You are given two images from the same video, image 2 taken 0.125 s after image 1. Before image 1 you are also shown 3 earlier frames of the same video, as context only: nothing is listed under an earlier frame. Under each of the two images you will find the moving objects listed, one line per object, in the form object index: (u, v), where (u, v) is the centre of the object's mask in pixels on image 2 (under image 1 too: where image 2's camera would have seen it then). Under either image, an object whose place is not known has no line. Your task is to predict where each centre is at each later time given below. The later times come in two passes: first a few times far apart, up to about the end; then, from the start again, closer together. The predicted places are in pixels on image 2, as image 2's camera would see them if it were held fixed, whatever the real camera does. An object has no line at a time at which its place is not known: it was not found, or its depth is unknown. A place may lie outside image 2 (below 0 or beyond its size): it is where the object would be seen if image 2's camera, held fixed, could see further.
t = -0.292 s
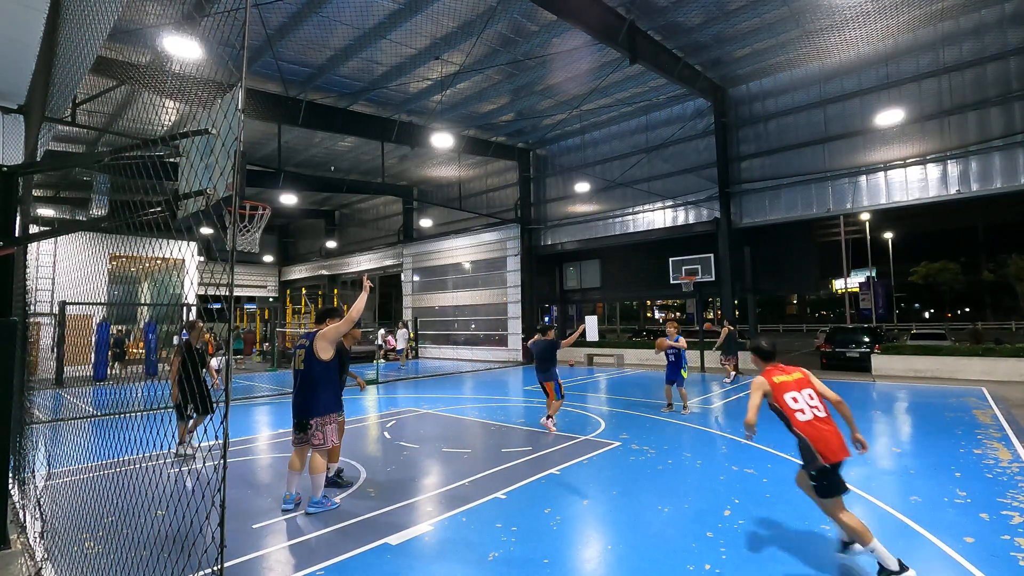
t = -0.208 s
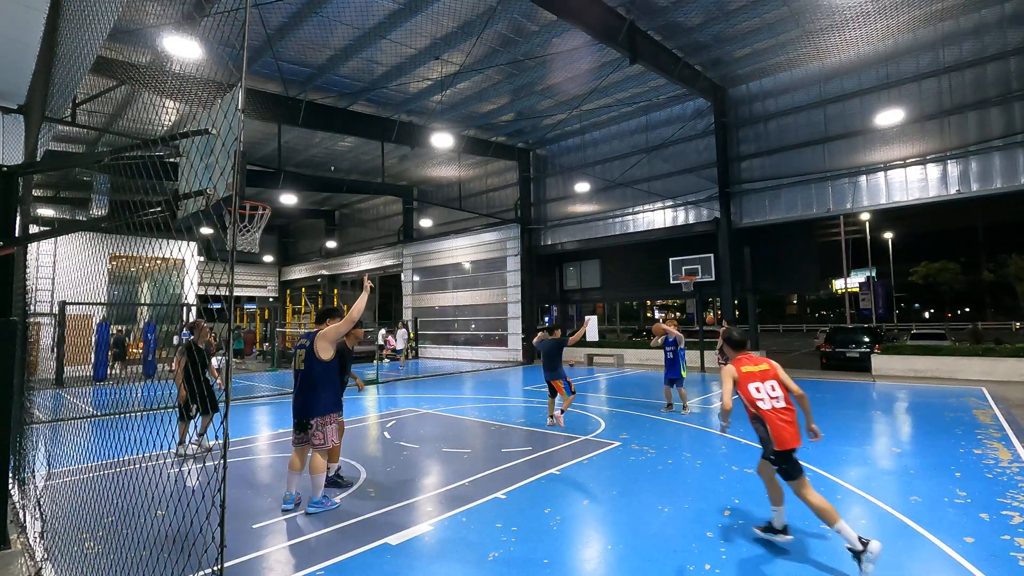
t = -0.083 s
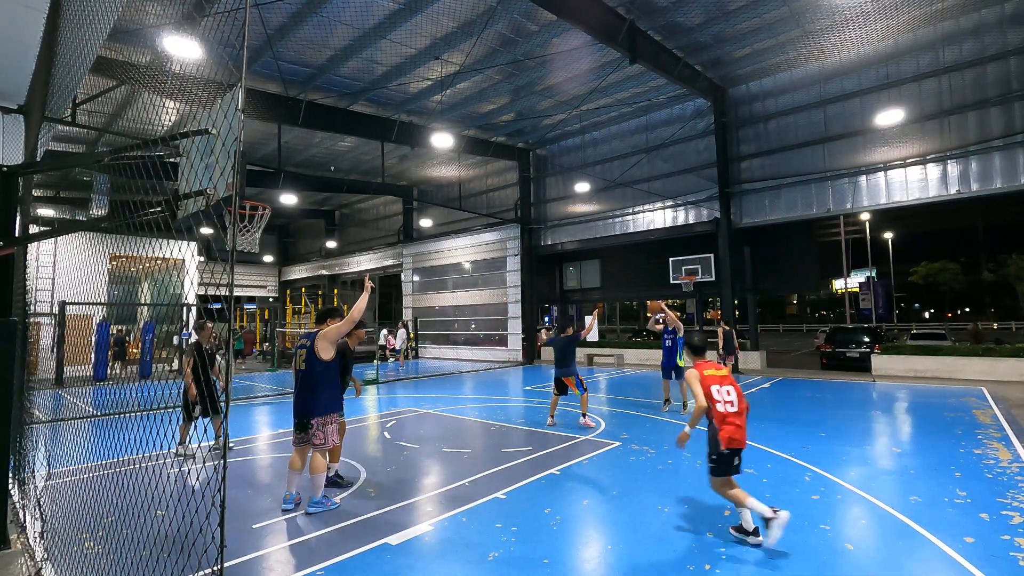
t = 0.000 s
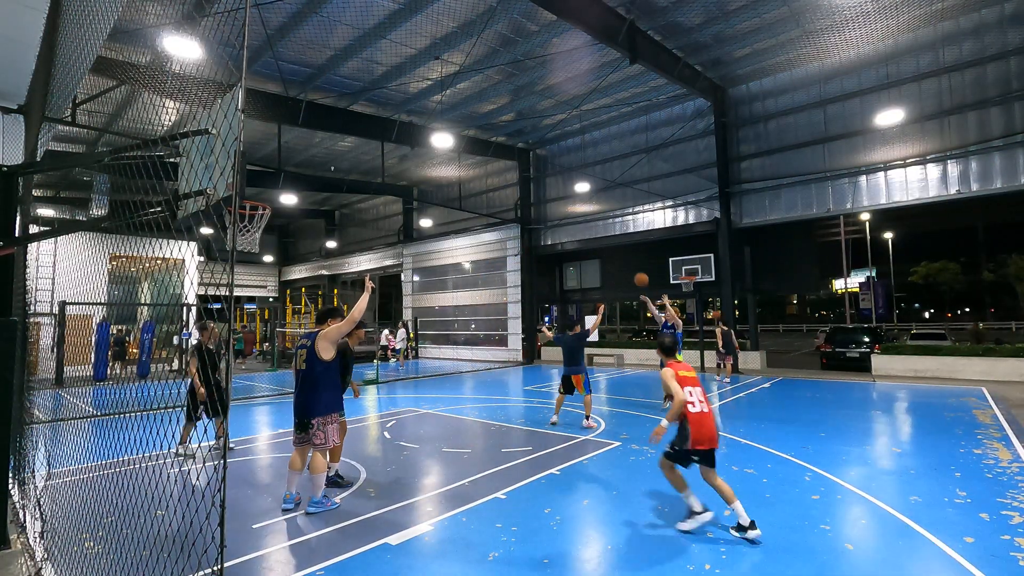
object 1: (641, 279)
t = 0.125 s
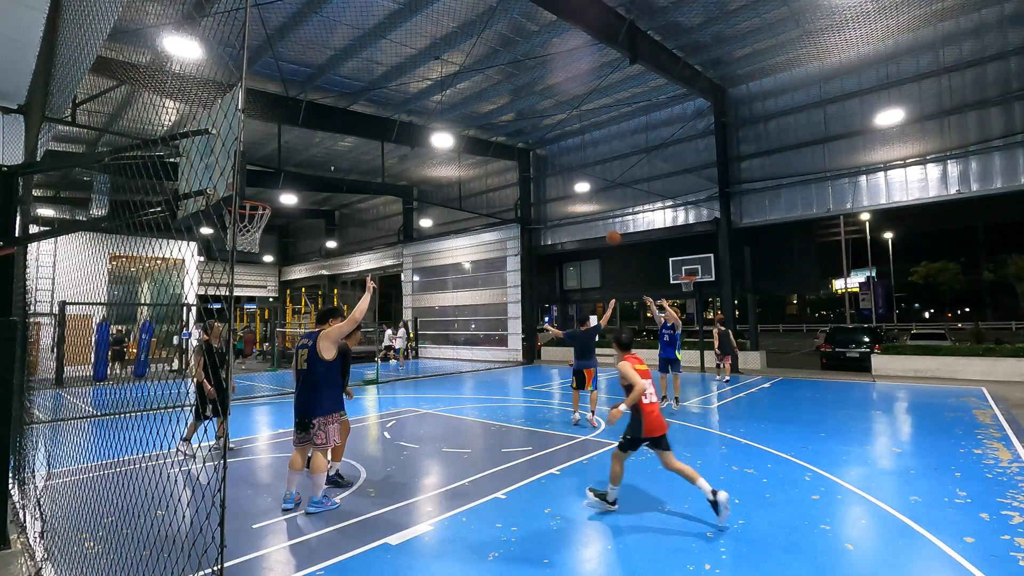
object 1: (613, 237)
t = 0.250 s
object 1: (584, 200)
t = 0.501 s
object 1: (519, 146)
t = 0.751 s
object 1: (443, 120)
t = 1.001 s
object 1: (349, 139)
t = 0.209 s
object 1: (594, 212)
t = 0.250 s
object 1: (584, 200)
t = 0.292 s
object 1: (573, 190)
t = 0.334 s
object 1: (563, 179)
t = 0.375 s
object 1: (552, 170)
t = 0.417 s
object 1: (541, 160)
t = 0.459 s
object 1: (530, 153)
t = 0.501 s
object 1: (519, 146)
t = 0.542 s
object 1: (507, 140)
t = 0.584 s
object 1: (495, 134)
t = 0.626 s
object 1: (484, 130)
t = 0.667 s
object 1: (470, 127)
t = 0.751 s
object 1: (443, 120)
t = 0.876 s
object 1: (399, 124)
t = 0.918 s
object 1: (383, 128)
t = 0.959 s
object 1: (366, 133)
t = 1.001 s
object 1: (349, 139)
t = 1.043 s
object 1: (331, 147)
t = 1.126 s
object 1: (292, 170)
